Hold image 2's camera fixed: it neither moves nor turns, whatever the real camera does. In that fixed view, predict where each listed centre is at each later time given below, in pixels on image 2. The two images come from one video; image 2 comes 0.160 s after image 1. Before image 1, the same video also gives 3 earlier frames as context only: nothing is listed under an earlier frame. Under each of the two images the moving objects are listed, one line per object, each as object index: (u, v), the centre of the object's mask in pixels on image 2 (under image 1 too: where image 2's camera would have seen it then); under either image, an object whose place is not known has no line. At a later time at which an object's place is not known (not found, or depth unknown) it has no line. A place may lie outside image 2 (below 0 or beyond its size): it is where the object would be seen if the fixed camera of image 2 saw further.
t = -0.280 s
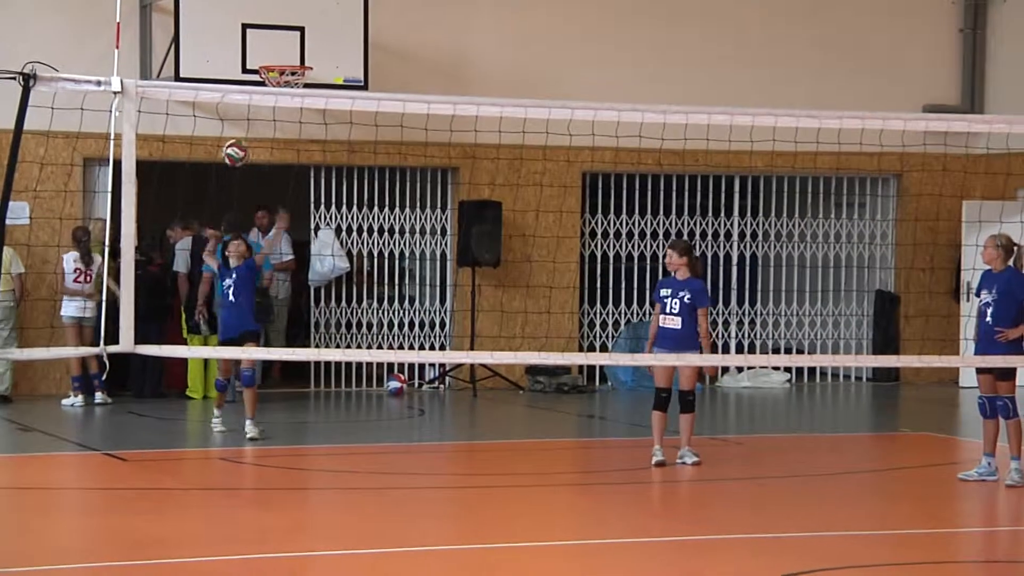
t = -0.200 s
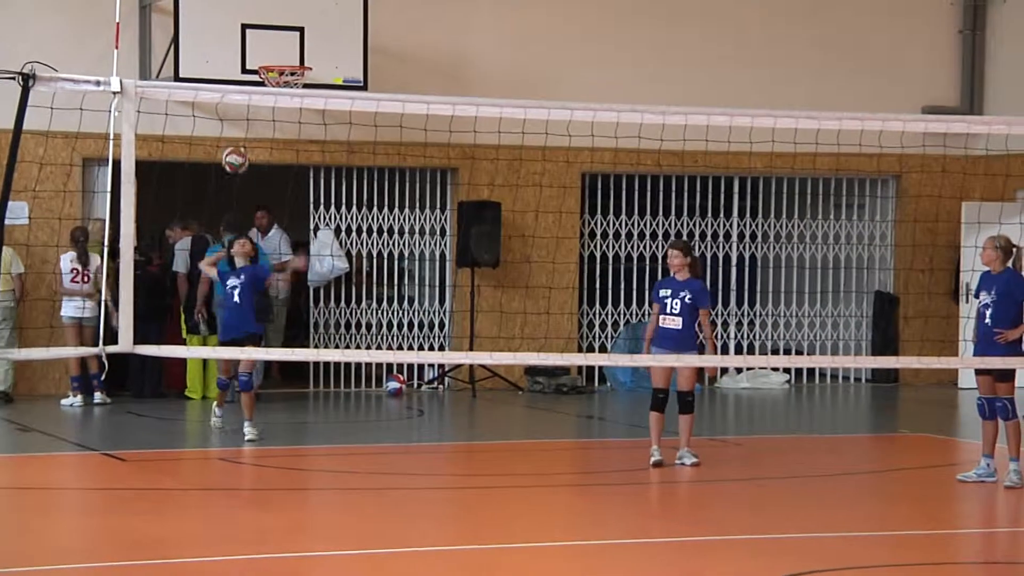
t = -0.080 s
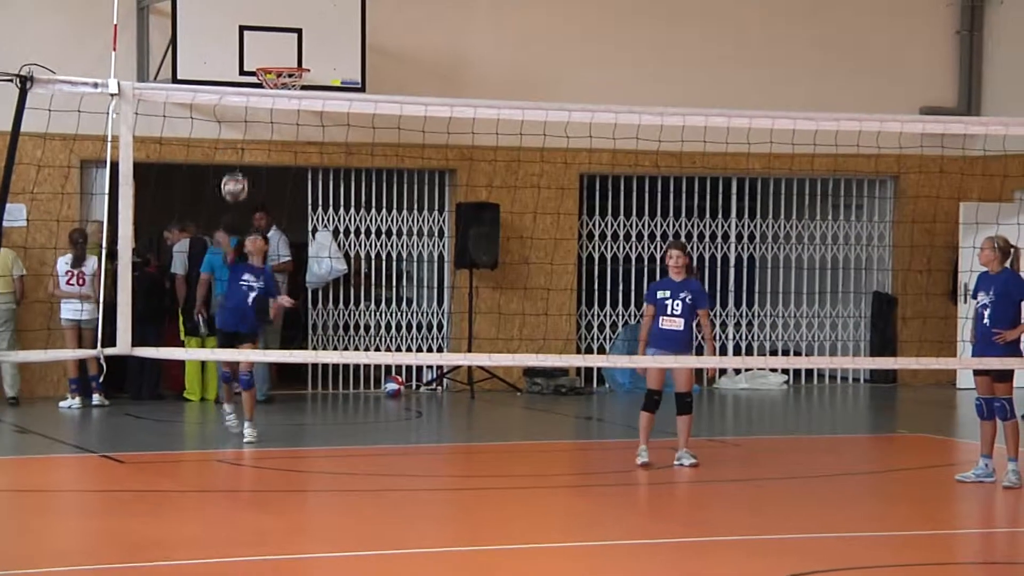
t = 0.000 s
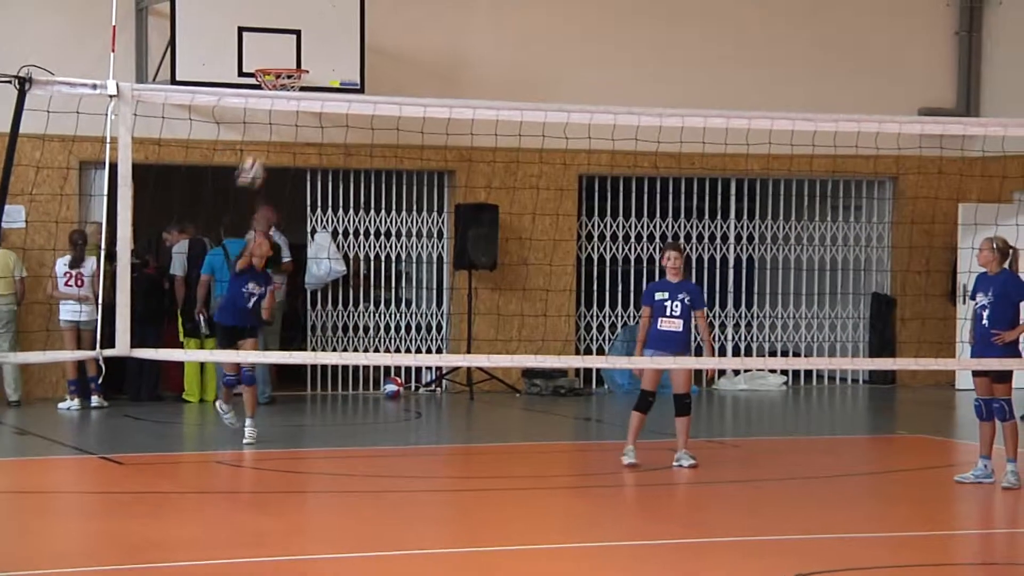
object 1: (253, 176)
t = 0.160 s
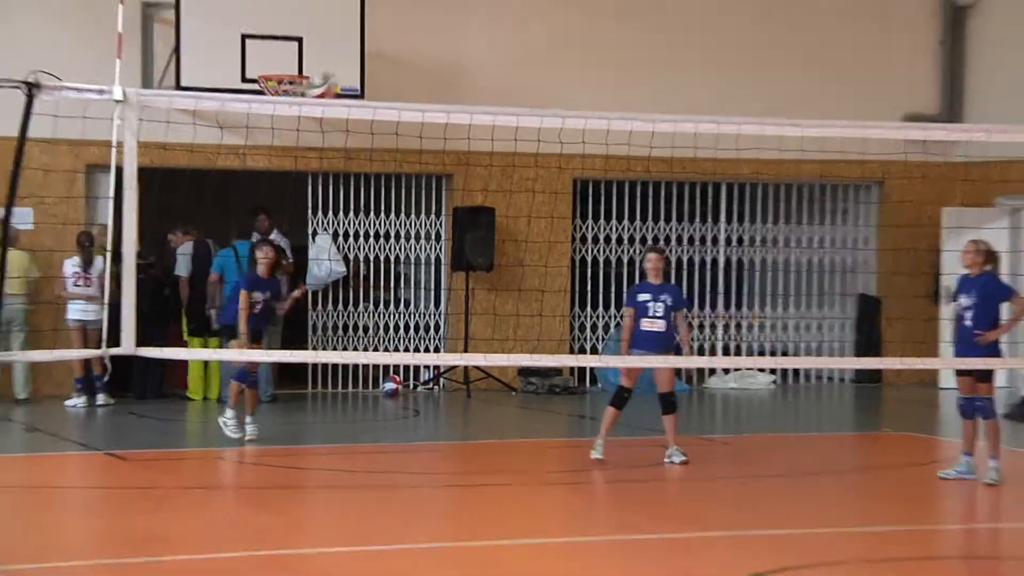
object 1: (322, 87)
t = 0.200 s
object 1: (341, 73)
